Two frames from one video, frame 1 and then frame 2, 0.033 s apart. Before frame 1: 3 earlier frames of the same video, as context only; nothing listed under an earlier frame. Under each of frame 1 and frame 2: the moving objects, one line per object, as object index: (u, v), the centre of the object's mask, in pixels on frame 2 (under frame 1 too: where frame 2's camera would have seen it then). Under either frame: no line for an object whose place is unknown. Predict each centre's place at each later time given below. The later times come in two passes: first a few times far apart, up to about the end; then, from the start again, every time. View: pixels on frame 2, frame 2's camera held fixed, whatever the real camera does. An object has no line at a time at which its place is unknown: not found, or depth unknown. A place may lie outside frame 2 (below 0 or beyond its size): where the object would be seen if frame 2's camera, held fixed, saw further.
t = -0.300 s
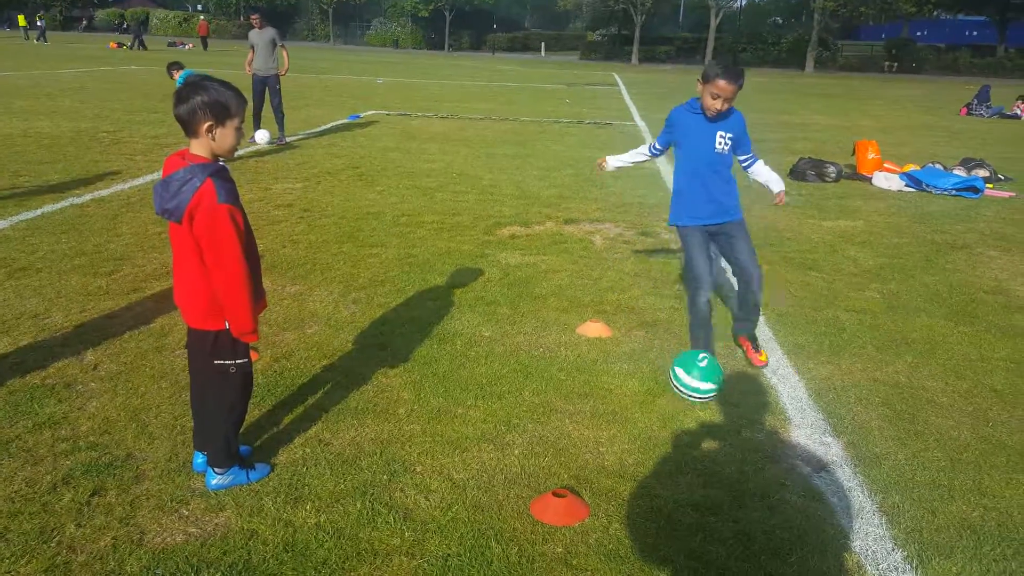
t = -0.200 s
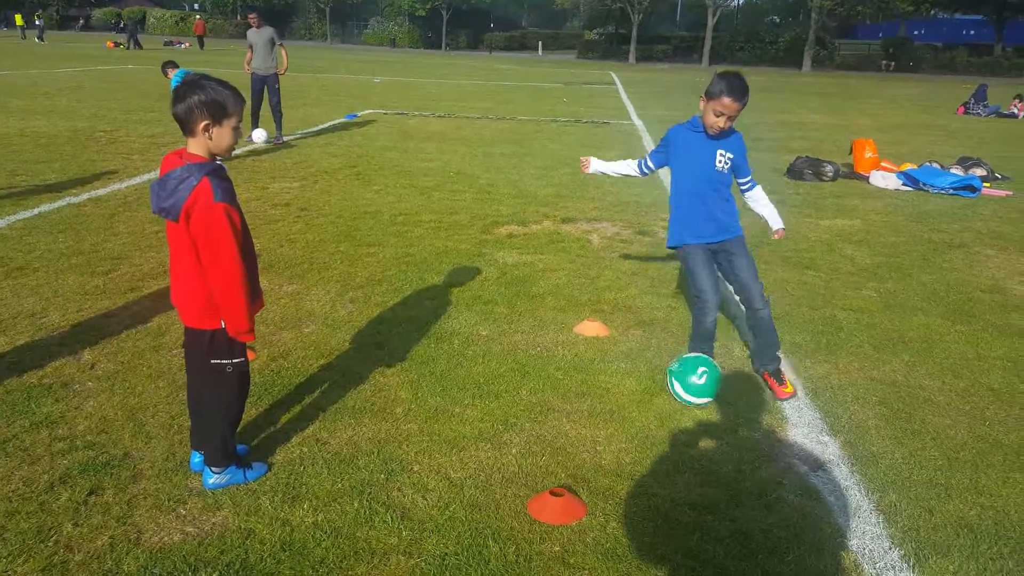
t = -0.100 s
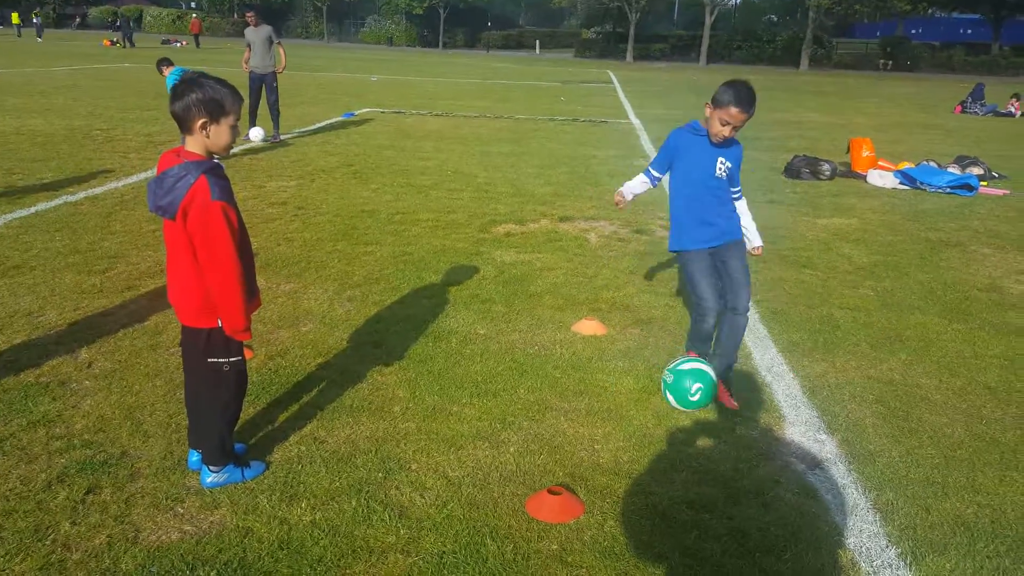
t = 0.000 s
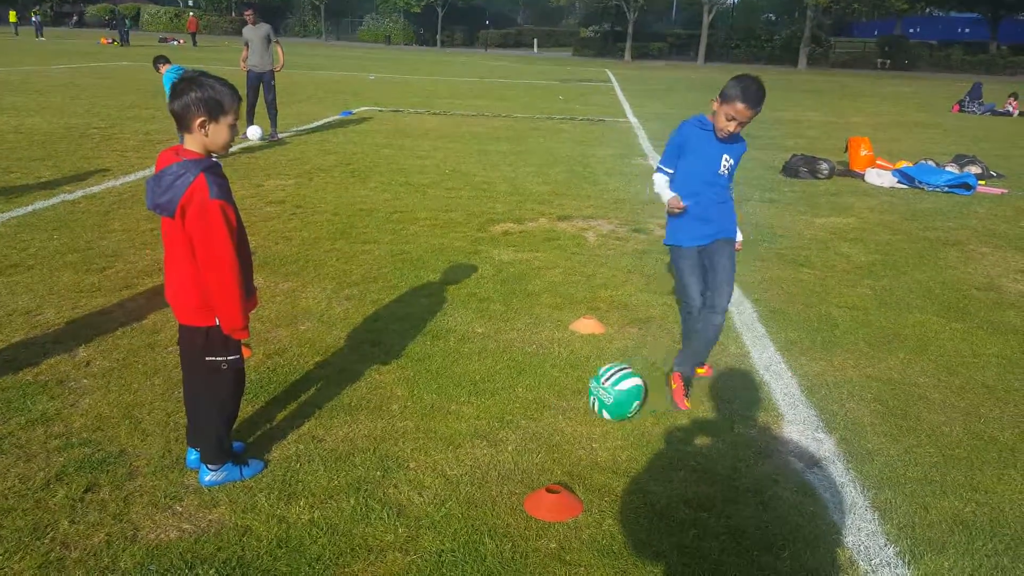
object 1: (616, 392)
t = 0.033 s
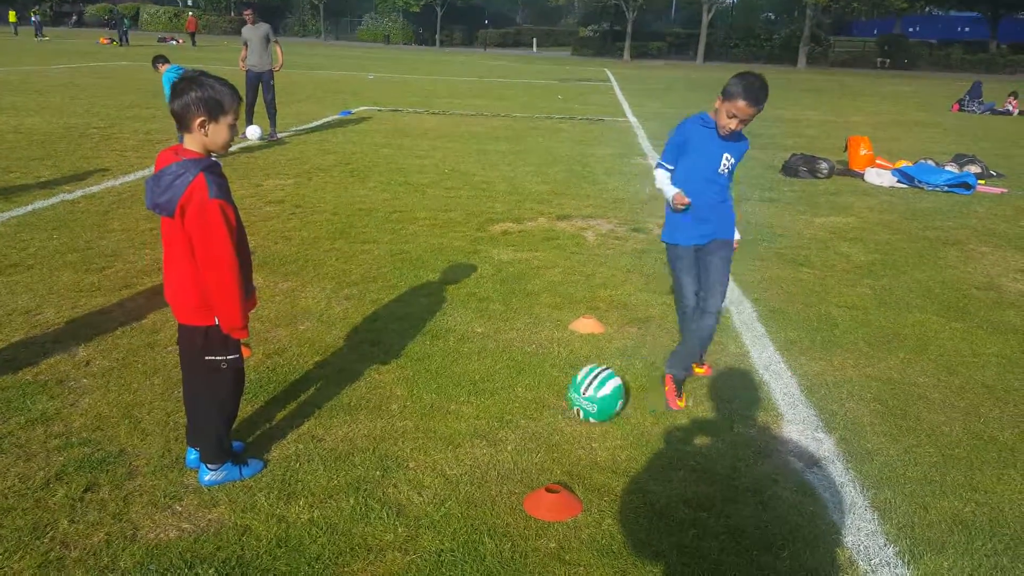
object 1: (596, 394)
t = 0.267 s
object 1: (483, 414)
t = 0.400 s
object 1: (423, 427)
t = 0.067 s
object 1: (580, 394)
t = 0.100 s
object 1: (564, 396)
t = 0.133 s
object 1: (546, 402)
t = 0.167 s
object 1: (529, 408)
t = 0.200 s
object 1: (514, 408)
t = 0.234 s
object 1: (499, 410)
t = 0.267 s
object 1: (483, 414)
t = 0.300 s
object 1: (468, 417)
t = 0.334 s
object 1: (453, 420)
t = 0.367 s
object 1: (438, 424)
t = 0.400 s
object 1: (423, 427)
